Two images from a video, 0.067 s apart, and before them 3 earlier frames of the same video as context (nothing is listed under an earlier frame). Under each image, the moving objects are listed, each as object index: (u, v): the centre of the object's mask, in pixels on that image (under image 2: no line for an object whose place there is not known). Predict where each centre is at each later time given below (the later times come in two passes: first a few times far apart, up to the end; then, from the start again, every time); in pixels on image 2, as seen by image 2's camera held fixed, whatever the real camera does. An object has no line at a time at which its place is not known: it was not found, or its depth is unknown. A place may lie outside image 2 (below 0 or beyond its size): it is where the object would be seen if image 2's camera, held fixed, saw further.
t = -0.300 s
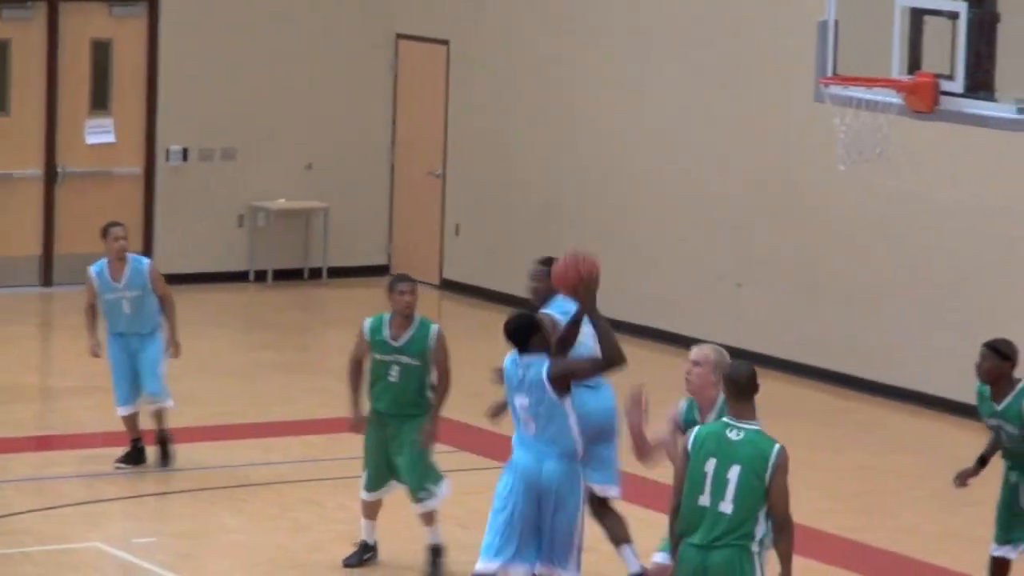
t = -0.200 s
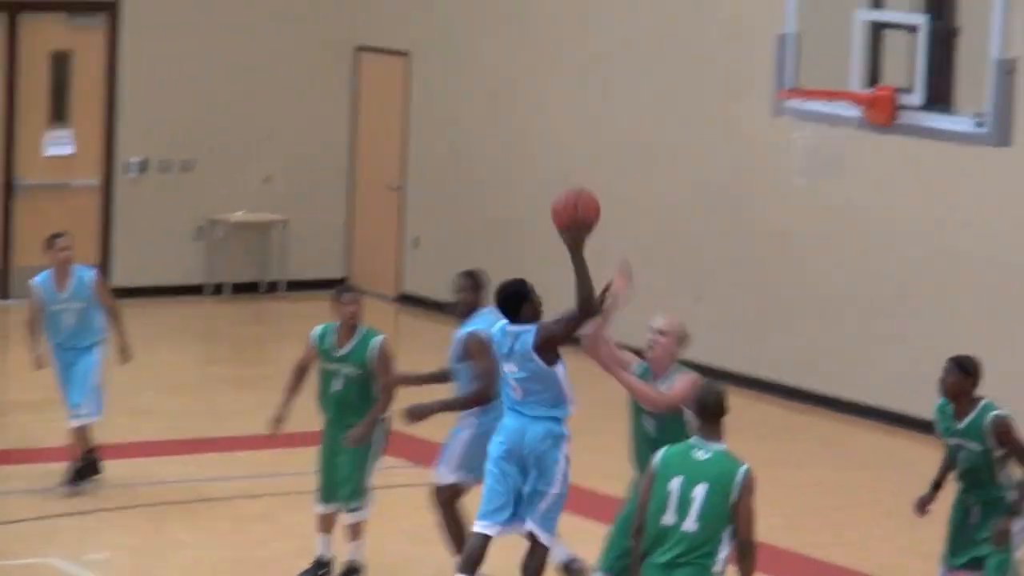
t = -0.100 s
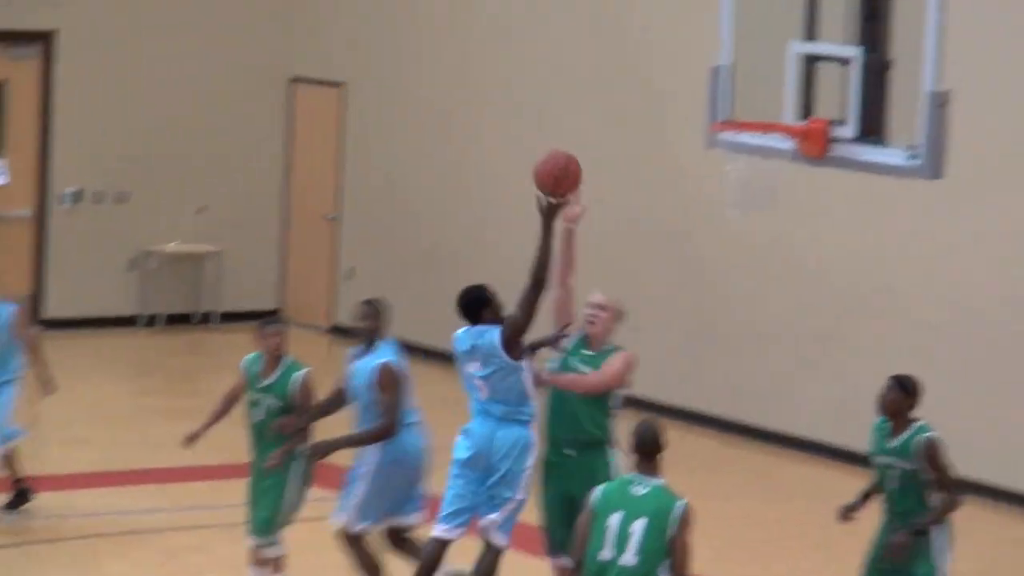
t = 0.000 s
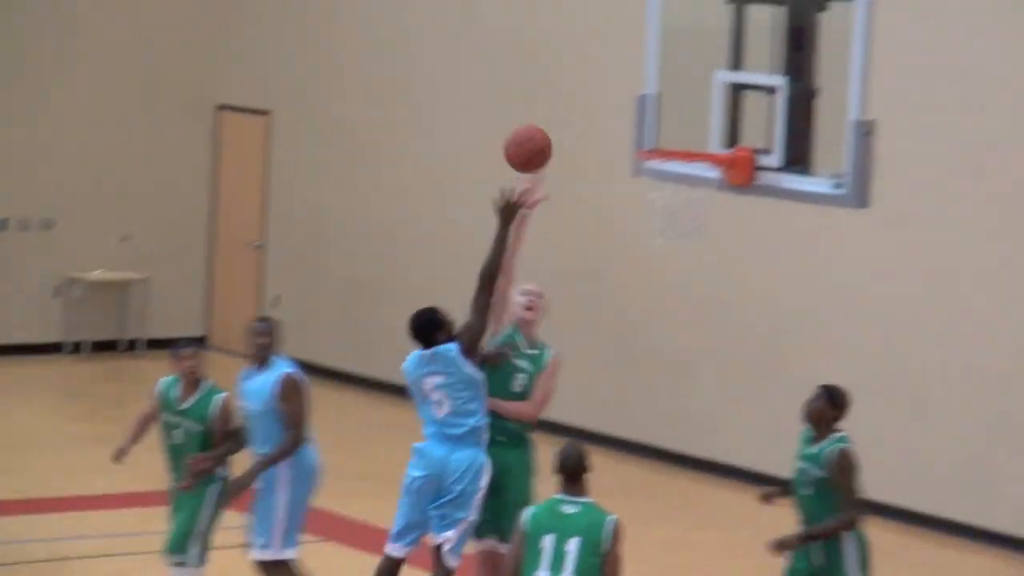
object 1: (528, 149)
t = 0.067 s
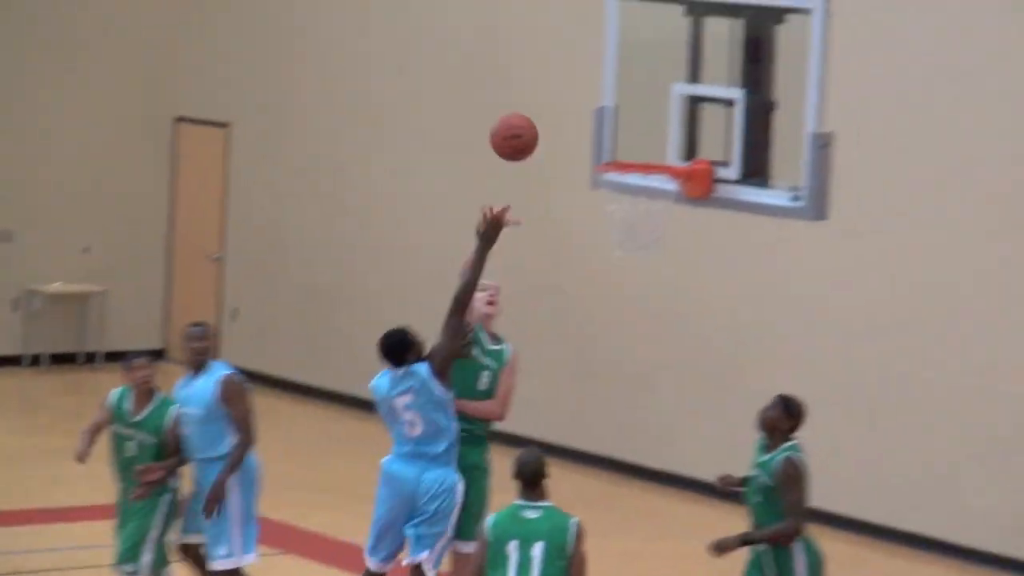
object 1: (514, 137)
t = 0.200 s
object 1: (569, 116)
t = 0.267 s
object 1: (595, 119)
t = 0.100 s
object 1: (529, 129)
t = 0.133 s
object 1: (542, 123)
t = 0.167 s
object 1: (556, 118)
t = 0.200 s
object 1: (569, 116)
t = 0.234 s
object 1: (582, 116)
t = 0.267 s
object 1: (595, 119)
